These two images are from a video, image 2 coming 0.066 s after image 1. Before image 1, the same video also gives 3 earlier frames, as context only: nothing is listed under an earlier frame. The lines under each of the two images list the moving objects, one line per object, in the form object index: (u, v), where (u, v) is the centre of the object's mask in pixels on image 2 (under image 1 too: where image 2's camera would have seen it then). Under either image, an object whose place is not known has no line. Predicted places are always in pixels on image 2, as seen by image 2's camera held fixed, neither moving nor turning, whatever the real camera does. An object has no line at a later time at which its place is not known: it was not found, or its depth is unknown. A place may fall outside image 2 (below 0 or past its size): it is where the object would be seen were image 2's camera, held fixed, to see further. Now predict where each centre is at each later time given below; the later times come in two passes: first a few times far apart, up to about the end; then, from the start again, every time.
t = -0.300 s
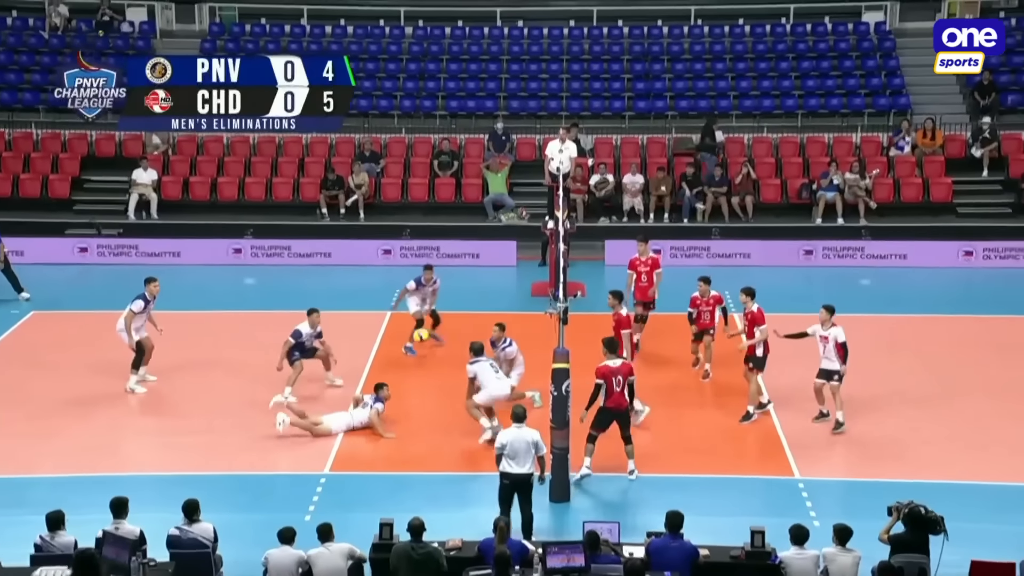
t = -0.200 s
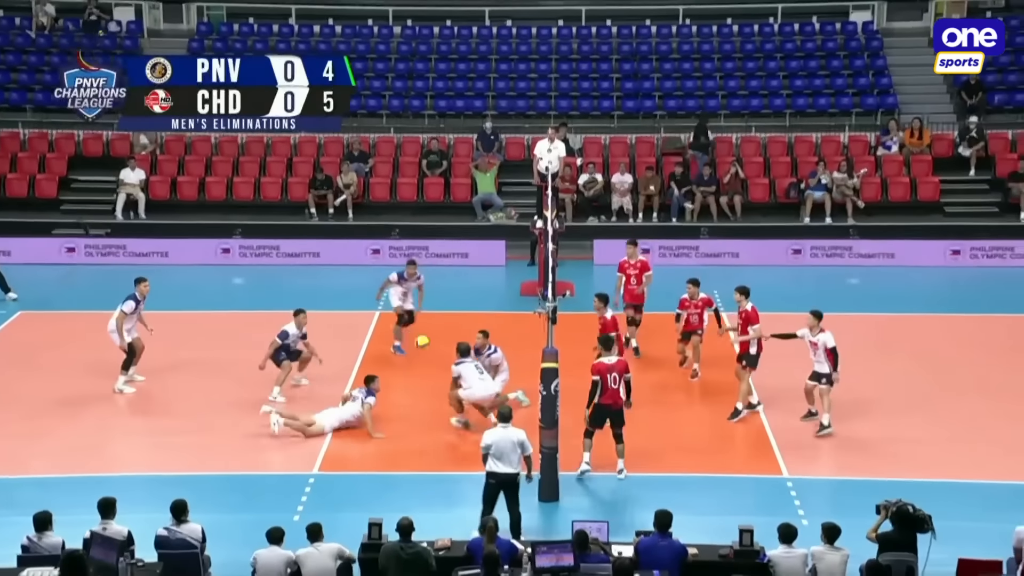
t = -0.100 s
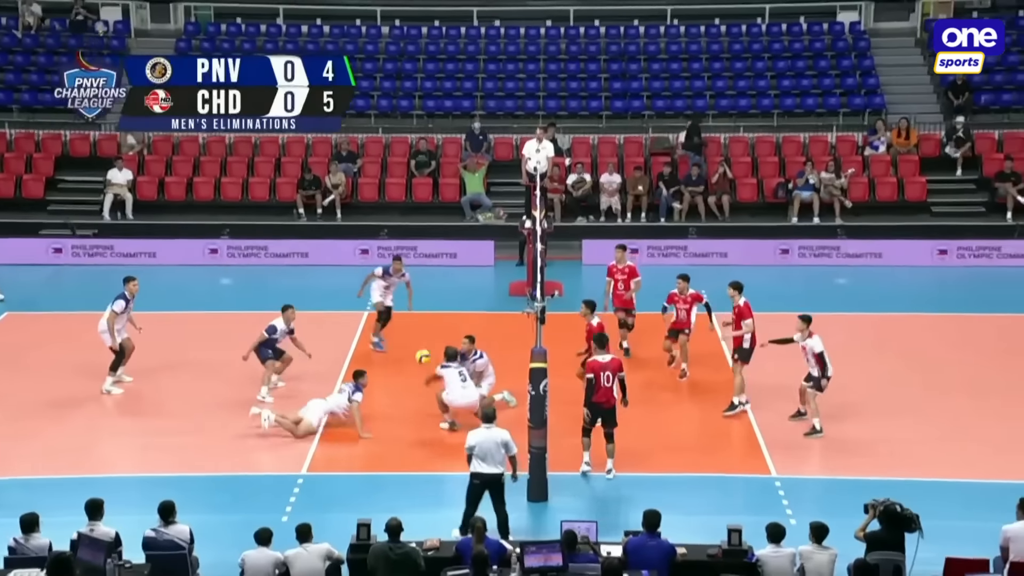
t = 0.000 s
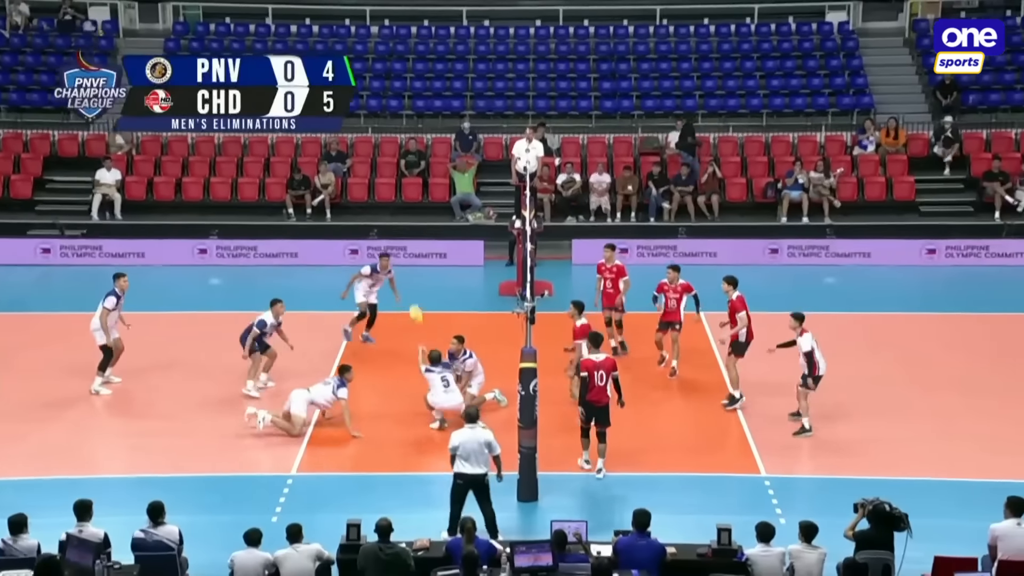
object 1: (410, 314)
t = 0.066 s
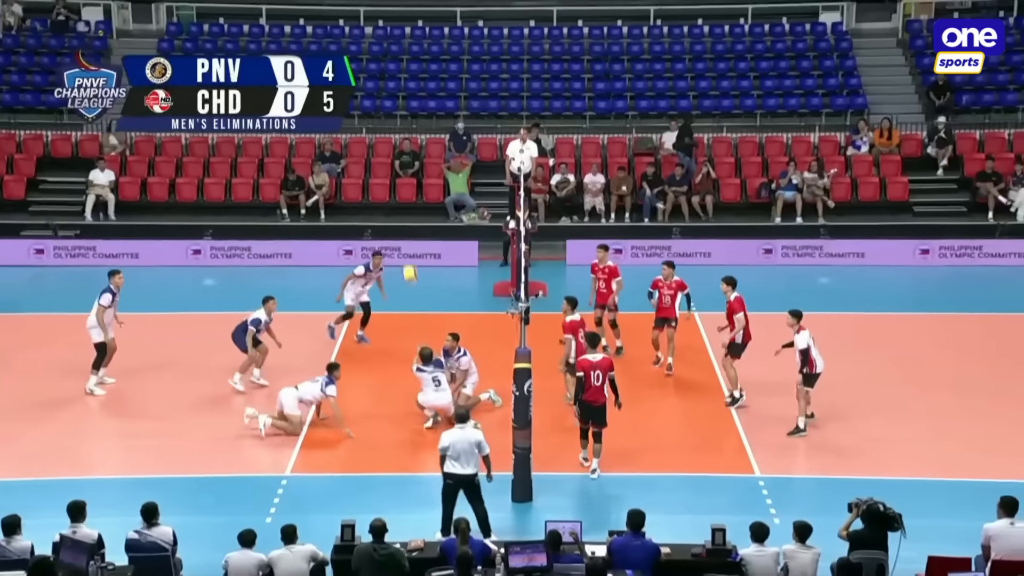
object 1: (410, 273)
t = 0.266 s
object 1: (409, 171)
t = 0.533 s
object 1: (409, 86)
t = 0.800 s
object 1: (408, 51)
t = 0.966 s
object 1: (407, 54)
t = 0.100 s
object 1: (410, 254)
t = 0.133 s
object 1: (410, 235)
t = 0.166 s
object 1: (409, 219)
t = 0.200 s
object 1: (409, 203)
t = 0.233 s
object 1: (409, 187)
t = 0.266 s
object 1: (409, 171)
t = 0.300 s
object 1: (409, 157)
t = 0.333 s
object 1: (409, 145)
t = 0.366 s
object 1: (409, 132)
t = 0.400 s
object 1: (409, 122)
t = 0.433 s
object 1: (409, 111)
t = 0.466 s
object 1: (409, 102)
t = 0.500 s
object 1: (409, 93)
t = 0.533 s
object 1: (409, 86)
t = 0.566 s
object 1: (409, 79)
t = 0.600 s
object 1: (409, 72)
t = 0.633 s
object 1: (408, 67)
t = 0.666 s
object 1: (408, 62)
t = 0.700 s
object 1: (408, 58)
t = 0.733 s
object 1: (408, 55)
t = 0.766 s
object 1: (408, 52)
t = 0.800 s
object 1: (408, 51)
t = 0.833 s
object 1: (407, 50)
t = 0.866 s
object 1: (407, 50)
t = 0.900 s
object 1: (407, 51)
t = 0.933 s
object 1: (407, 52)
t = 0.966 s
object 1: (407, 54)
